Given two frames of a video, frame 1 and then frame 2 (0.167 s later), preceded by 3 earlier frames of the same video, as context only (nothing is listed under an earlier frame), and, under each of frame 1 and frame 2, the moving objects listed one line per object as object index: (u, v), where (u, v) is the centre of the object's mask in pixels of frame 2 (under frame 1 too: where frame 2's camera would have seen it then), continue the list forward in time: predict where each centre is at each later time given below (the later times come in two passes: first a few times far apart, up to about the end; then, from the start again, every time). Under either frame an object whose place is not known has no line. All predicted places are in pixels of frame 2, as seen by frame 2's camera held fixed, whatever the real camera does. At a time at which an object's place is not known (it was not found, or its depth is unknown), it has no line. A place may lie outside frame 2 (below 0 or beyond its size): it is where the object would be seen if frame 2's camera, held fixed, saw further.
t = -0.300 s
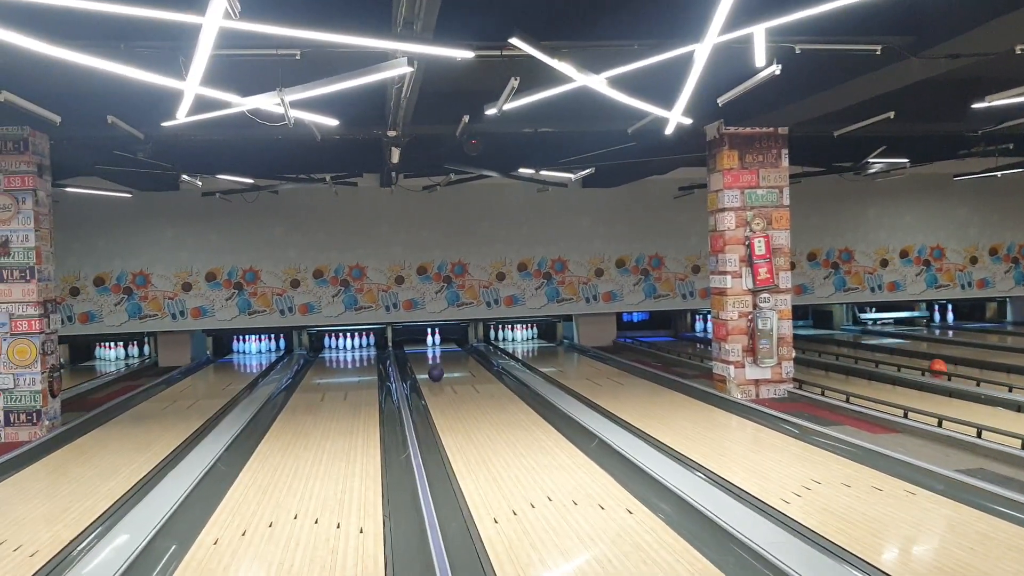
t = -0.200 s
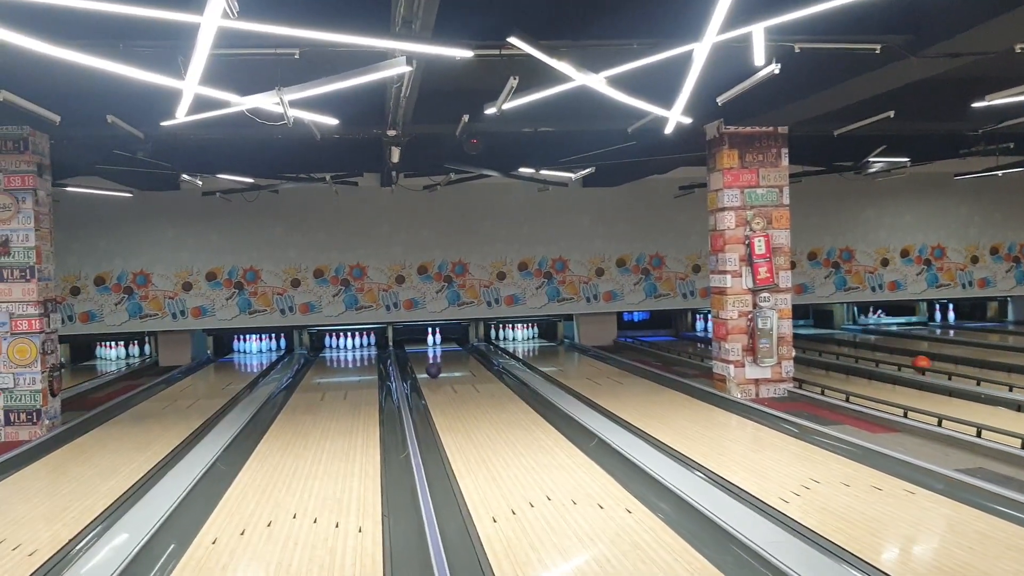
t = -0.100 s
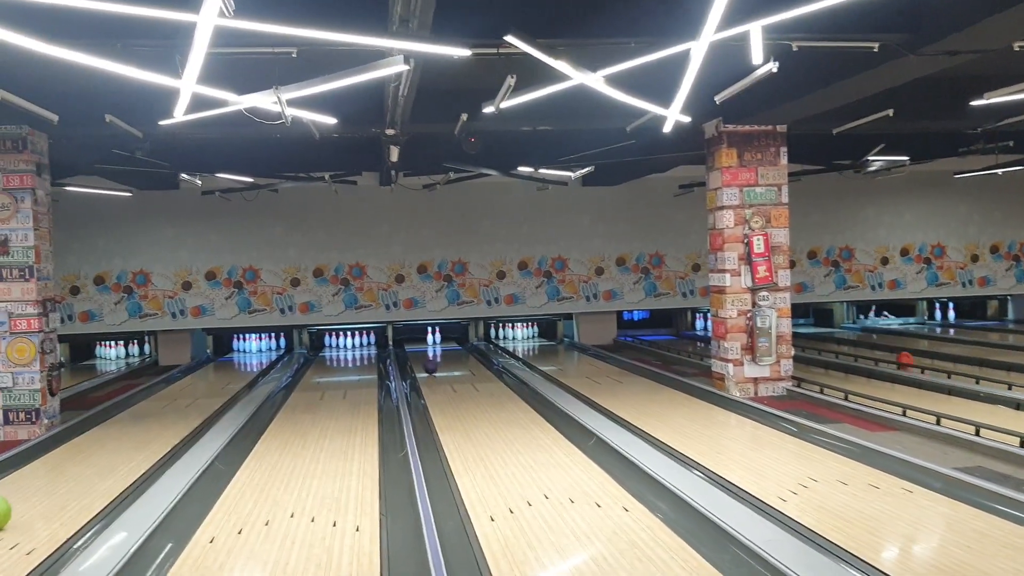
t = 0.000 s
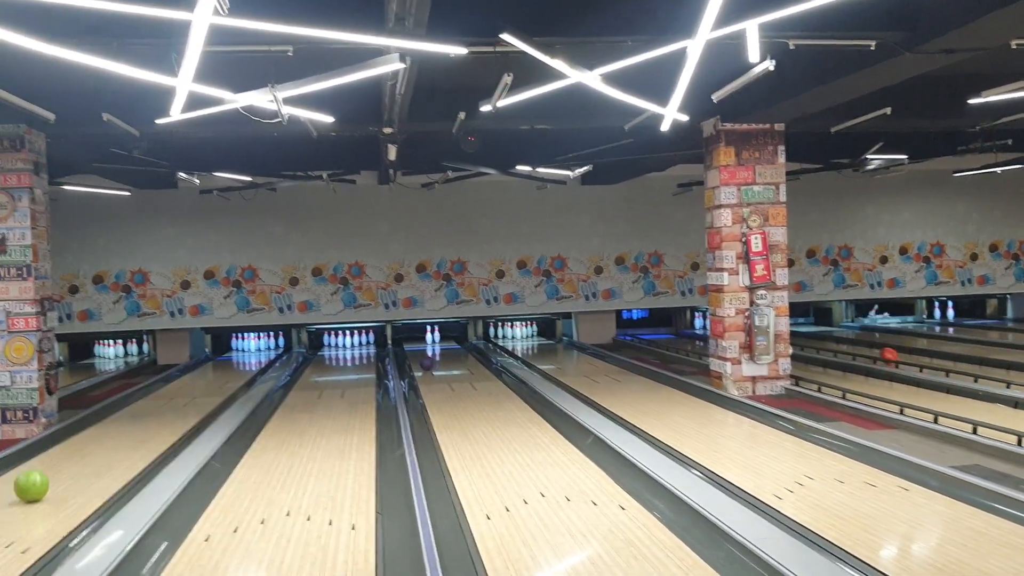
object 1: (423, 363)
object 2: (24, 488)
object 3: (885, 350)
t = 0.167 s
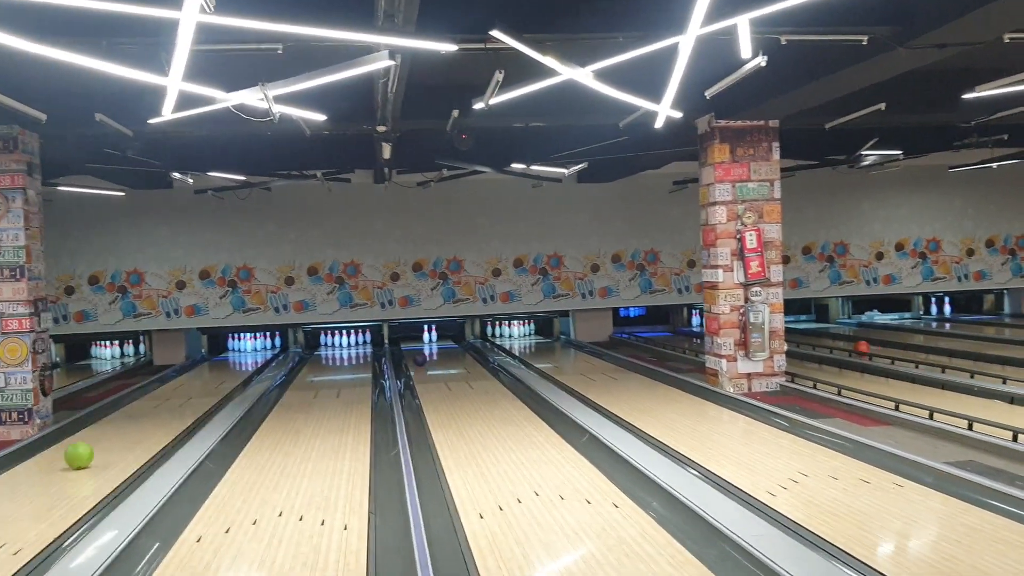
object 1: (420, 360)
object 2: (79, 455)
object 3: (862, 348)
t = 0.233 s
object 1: (418, 359)
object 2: (97, 445)
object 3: (854, 347)
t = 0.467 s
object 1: (415, 354)
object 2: (143, 417)
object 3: (828, 341)
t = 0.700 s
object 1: (411, 350)
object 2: (175, 397)
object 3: (806, 339)
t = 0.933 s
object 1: (406, 345)
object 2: (198, 382)
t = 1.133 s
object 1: (402, 344)
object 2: (212, 372)
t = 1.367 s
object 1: (400, 340)
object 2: (225, 363)
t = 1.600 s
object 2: (236, 356)
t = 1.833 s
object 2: (244, 350)
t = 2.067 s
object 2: (253, 346)
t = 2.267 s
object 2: (269, 346)
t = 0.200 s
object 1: (419, 359)
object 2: (88, 450)
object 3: (858, 346)
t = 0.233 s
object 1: (418, 359)
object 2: (97, 445)
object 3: (854, 347)
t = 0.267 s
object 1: (418, 358)
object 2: (105, 440)
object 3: (849, 345)
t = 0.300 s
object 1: (417, 357)
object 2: (112, 436)
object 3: (846, 345)
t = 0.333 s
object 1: (417, 357)
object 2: (119, 432)
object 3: (842, 345)
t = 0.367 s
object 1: (416, 355)
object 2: (125, 428)
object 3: (838, 343)
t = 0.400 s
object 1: (416, 355)
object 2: (132, 423)
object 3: (835, 342)
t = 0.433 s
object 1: (415, 355)
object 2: (137, 420)
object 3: (831, 342)
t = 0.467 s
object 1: (415, 354)
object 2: (143, 417)
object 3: (828, 341)
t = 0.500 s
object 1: (414, 353)
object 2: (148, 413)
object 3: (825, 341)
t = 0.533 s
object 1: (413, 352)
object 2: (153, 410)
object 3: (821, 340)
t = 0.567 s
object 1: (413, 352)
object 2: (158, 408)
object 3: (818, 339)
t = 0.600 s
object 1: (414, 352)
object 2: (162, 405)
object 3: (815, 339)
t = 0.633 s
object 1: (412, 351)
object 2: (166, 402)
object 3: (812, 339)
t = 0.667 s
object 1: (411, 350)
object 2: (170, 400)
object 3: (809, 338)
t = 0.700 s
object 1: (411, 350)
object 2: (175, 397)
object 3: (806, 339)
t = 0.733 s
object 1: (409, 348)
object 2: (179, 395)
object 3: (803, 337)
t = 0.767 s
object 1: (409, 348)
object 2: (182, 393)
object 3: (800, 337)
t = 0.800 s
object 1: (409, 348)
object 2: (185, 391)
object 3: (797, 336)
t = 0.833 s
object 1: (408, 347)
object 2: (189, 388)
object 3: (794, 337)
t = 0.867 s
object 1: (408, 346)
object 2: (192, 387)
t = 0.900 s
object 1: (407, 346)
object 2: (195, 385)
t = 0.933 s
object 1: (406, 345)
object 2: (198, 382)
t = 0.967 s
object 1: (406, 345)
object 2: (200, 381)
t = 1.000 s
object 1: (405, 345)
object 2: (203, 379)
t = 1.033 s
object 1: (405, 344)
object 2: (205, 377)
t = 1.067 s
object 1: (404, 344)
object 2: (208, 375)
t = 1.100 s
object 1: (403, 343)
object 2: (210, 374)
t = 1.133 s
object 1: (402, 344)
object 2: (212, 372)
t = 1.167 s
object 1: (402, 343)
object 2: (215, 371)
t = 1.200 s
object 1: (402, 342)
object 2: (217, 369)
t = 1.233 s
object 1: (401, 342)
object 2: (218, 368)
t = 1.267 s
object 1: (400, 342)
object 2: (220, 367)
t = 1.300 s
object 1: (400, 341)
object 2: (222, 366)
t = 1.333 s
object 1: (400, 341)
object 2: (224, 365)
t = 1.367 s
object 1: (400, 340)
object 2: (225, 363)
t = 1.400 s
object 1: (399, 340)
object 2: (228, 362)
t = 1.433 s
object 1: (399, 339)
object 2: (229, 361)
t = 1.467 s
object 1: (399, 339)
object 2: (230, 360)
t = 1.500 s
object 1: (399, 338)
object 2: (232, 359)
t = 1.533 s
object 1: (399, 339)
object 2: (234, 358)
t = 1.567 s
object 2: (235, 357)
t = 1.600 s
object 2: (236, 356)
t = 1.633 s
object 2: (237, 355)
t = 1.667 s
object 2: (238, 354)
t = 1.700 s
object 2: (239, 354)
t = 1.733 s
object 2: (241, 353)
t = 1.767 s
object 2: (242, 352)
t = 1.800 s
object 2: (243, 351)
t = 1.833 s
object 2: (244, 350)
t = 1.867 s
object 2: (245, 350)
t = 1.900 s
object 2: (247, 349)
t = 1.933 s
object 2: (248, 348)
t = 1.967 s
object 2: (249, 348)
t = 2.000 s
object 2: (249, 347)
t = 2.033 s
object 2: (251, 347)
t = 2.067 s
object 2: (253, 346)
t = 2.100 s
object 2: (257, 345)
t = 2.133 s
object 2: (258, 346)
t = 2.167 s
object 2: (261, 346)
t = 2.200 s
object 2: (264, 345)
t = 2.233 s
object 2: (267, 345)
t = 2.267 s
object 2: (269, 346)
